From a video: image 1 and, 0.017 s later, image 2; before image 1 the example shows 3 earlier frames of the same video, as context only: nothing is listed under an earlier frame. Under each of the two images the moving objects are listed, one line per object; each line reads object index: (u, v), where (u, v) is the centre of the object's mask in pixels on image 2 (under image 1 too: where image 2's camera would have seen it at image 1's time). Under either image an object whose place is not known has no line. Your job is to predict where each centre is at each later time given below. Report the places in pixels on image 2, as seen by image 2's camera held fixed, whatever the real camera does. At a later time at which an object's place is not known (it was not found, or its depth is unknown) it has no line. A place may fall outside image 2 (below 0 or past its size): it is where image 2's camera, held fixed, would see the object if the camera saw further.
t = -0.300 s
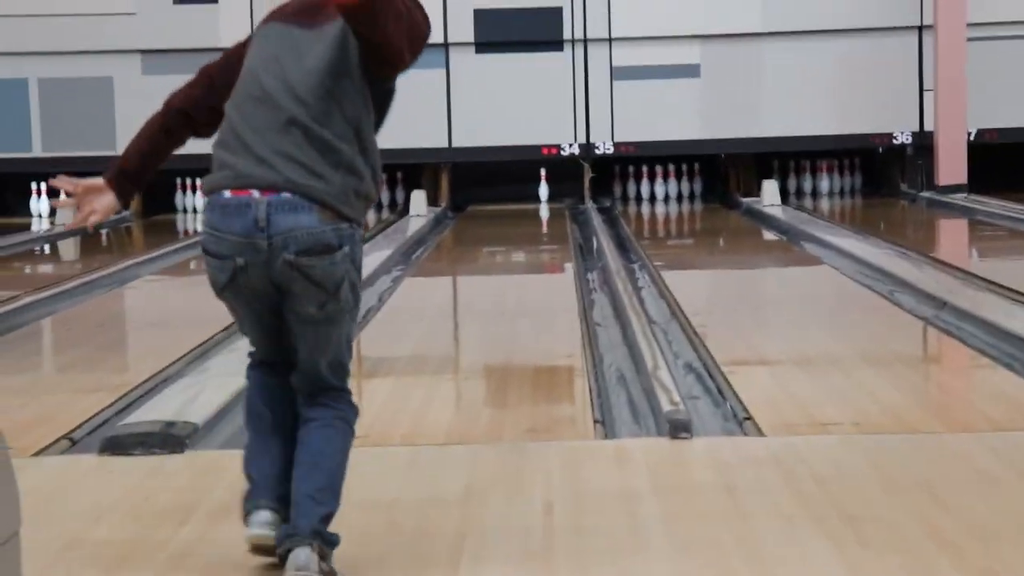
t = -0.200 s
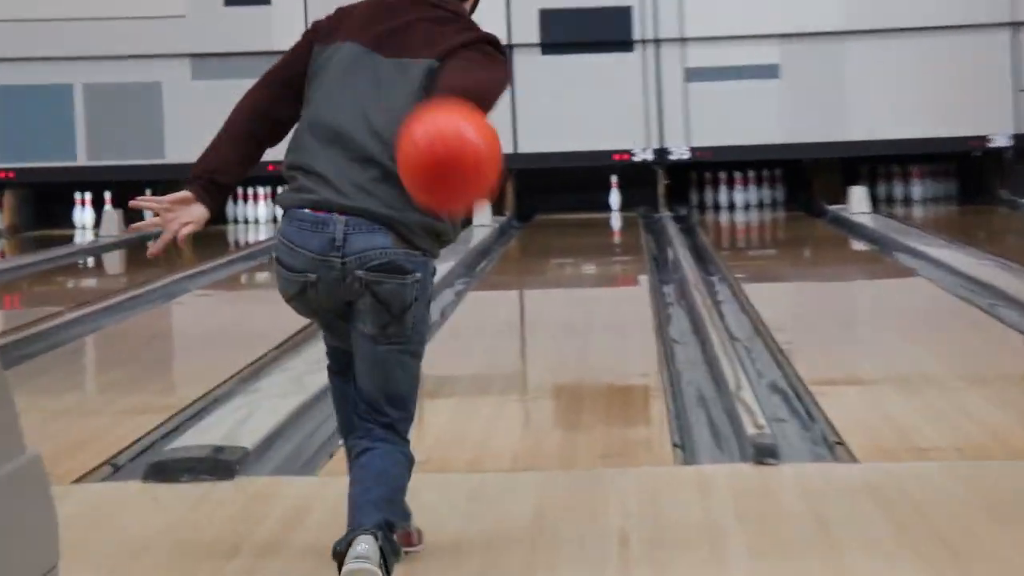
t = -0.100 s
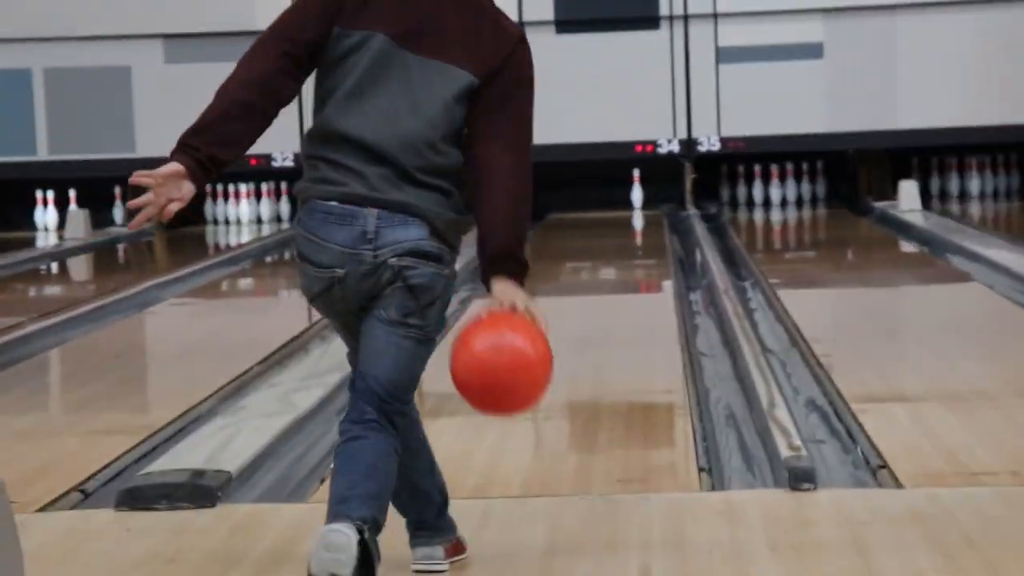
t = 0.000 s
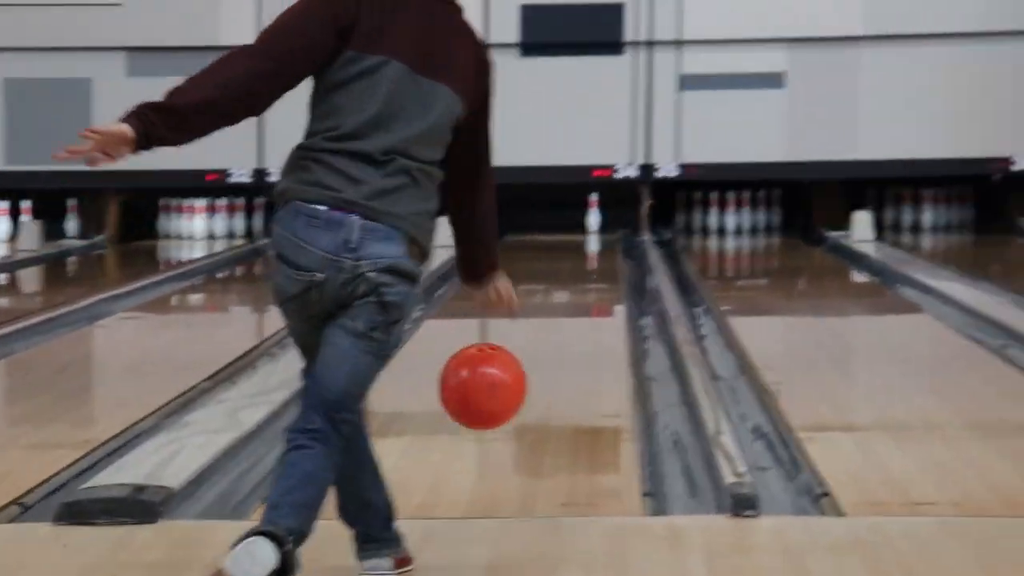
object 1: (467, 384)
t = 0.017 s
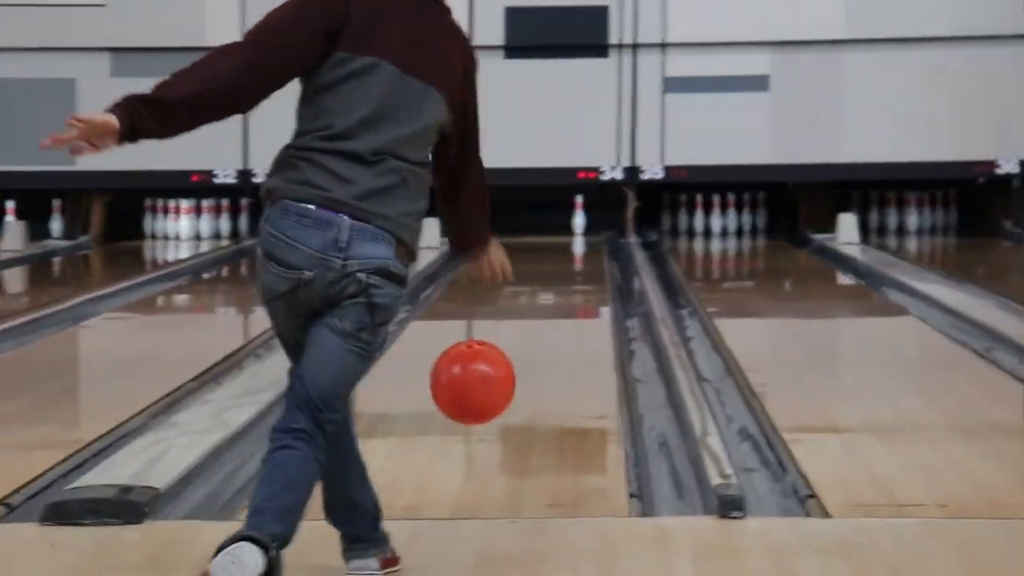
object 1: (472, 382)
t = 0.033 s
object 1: (479, 380)
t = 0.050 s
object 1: (482, 377)
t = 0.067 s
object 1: (487, 374)
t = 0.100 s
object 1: (495, 373)
